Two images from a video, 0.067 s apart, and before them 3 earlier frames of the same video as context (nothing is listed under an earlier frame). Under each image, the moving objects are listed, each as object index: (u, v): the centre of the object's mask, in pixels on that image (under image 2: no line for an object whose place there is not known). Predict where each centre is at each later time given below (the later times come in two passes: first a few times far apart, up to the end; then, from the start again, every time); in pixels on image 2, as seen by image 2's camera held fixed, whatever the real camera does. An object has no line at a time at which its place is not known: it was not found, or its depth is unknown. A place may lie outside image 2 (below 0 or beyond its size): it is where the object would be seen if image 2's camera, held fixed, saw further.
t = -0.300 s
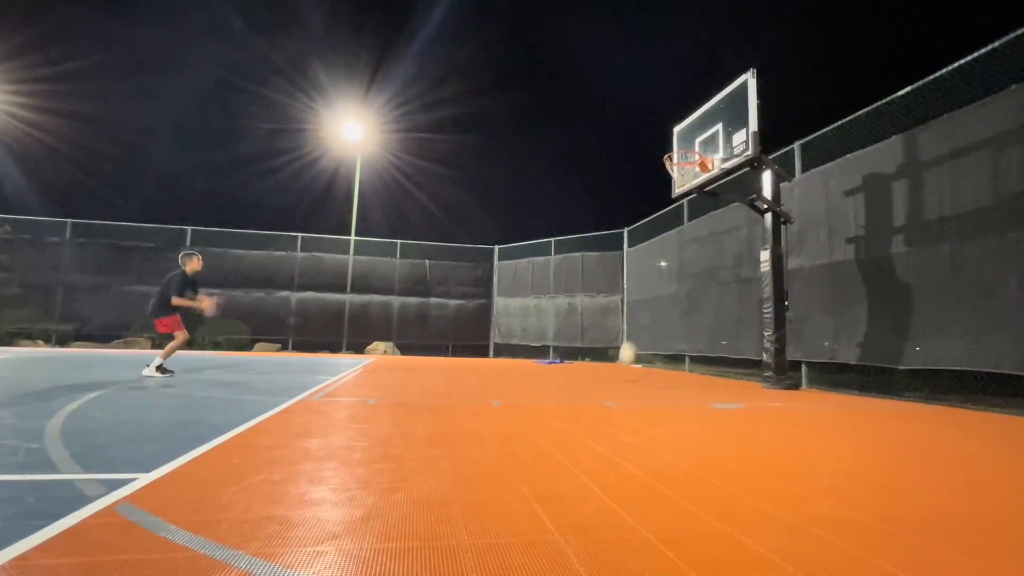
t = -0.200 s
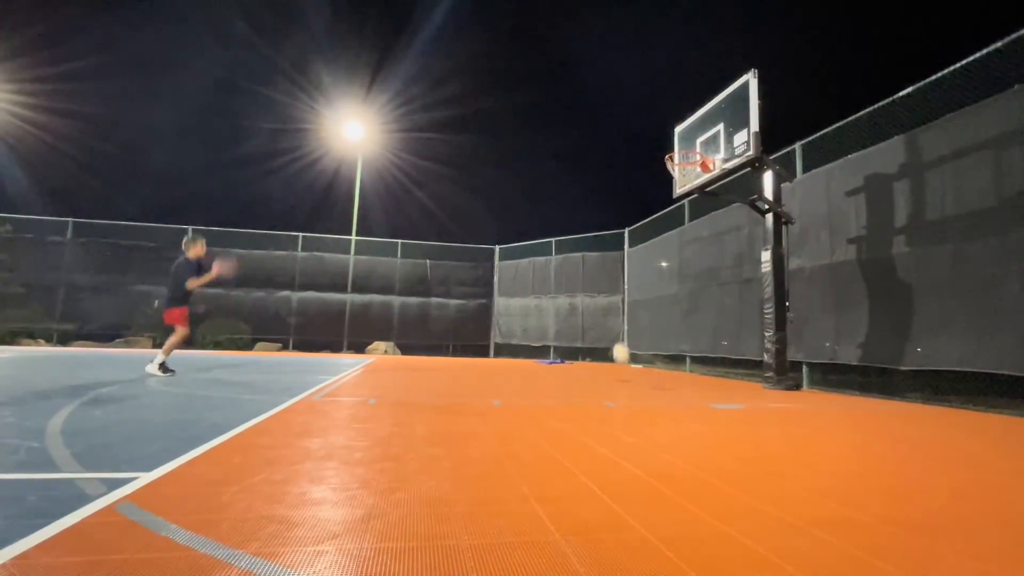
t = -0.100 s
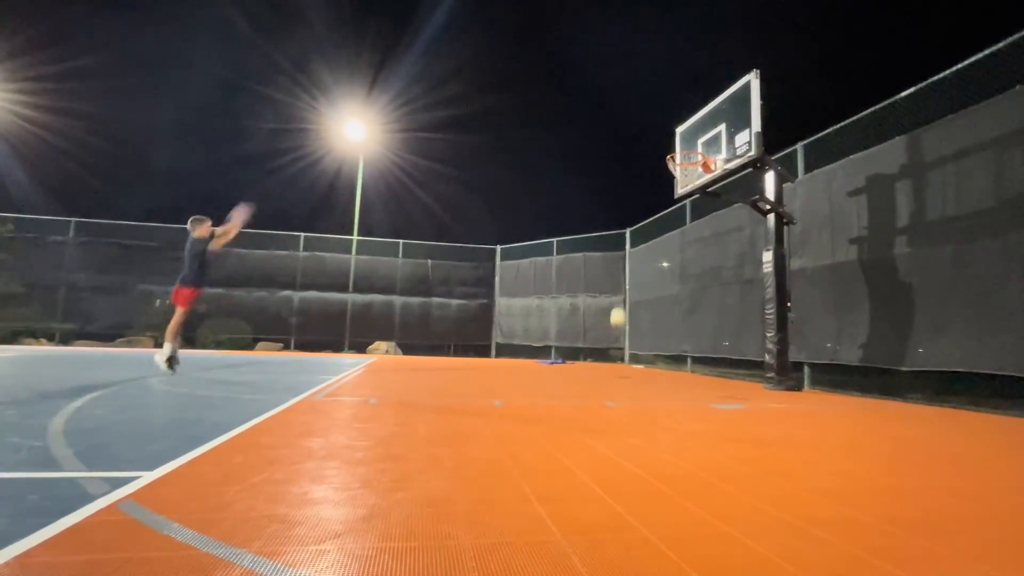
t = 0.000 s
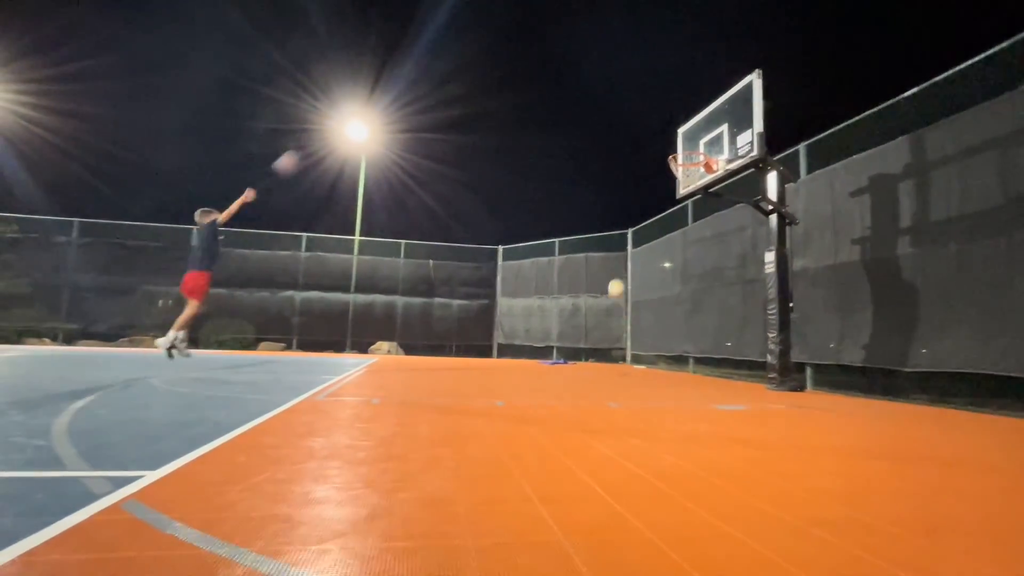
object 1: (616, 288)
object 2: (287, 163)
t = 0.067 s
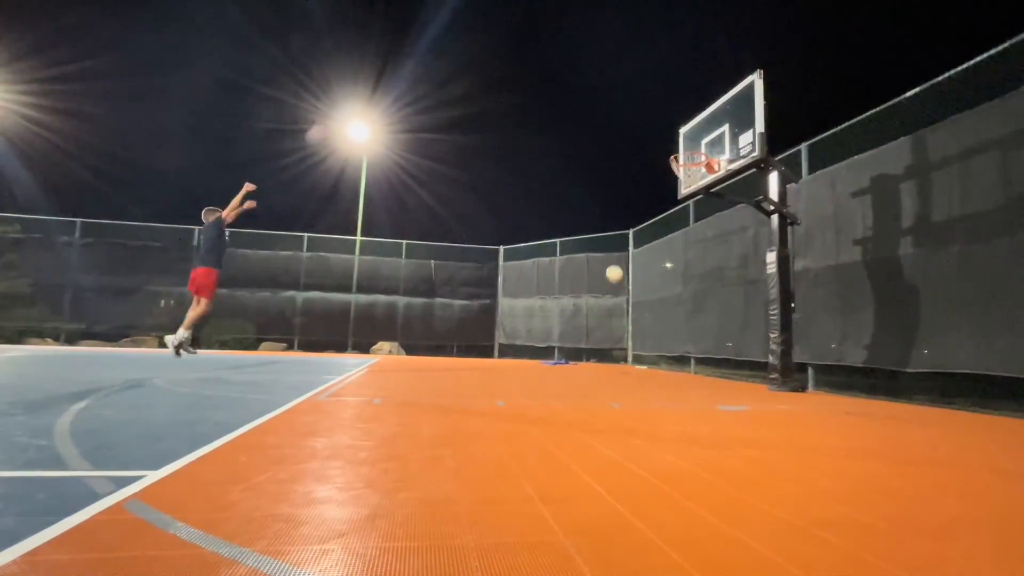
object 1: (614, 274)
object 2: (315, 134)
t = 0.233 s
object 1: (607, 250)
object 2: (388, 78)
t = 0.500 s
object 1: (596, 255)
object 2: (486, 37)
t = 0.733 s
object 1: (586, 299)
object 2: (562, 45)
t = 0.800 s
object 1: (583, 321)
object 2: (584, 53)
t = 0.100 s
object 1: (613, 268)
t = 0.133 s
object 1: (612, 263)
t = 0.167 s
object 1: (610, 258)
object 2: (364, 93)
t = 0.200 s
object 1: (609, 254)
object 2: (376, 87)
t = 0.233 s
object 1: (607, 250)
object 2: (388, 78)
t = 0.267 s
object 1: (606, 248)
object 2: (402, 69)
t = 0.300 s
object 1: (605, 247)
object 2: (414, 63)
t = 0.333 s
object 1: (604, 246)
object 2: (426, 57)
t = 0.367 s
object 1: (602, 247)
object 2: (439, 52)
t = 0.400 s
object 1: (601, 247)
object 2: (451, 47)
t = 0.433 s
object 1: (599, 248)
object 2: (463, 43)
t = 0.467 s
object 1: (598, 251)
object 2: (475, 40)
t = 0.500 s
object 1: (596, 255)
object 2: (486, 37)
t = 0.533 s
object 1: (595, 258)
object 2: (496, 36)
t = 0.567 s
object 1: (593, 263)
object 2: (508, 36)
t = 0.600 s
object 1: (592, 270)
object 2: (519, 36)
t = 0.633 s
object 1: (590, 276)
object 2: (530, 38)
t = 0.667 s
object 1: (589, 283)
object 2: (542, 39)
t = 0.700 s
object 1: (588, 290)
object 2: (553, 42)
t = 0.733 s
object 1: (586, 299)
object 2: (562, 45)
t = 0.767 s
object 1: (584, 310)
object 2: (574, 49)
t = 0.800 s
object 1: (583, 321)
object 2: (584, 53)
